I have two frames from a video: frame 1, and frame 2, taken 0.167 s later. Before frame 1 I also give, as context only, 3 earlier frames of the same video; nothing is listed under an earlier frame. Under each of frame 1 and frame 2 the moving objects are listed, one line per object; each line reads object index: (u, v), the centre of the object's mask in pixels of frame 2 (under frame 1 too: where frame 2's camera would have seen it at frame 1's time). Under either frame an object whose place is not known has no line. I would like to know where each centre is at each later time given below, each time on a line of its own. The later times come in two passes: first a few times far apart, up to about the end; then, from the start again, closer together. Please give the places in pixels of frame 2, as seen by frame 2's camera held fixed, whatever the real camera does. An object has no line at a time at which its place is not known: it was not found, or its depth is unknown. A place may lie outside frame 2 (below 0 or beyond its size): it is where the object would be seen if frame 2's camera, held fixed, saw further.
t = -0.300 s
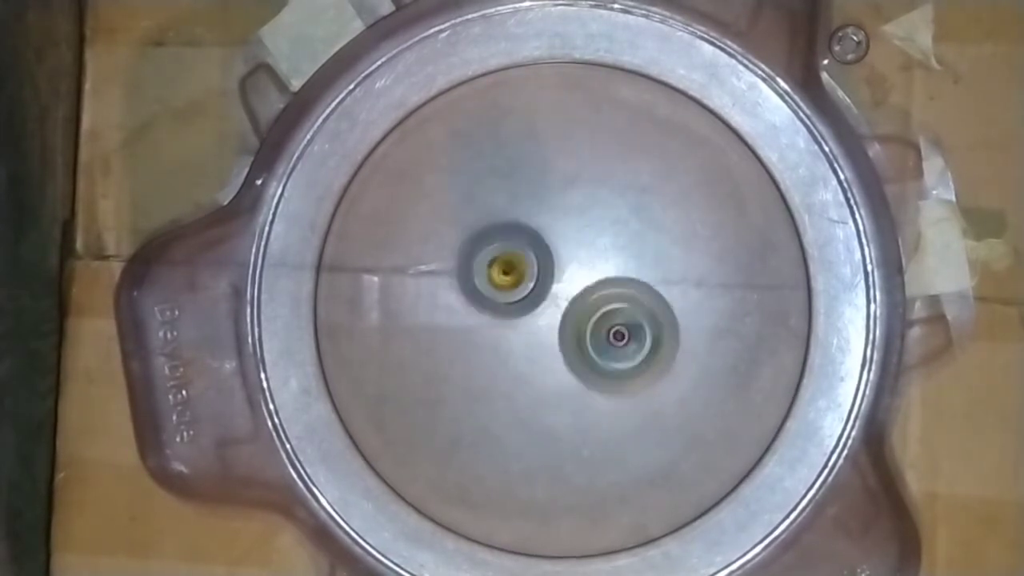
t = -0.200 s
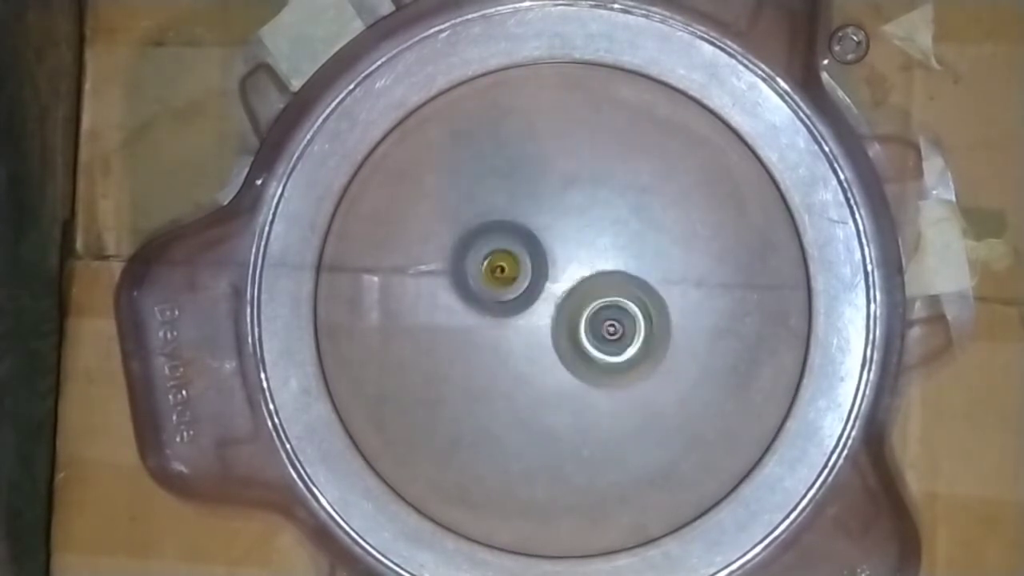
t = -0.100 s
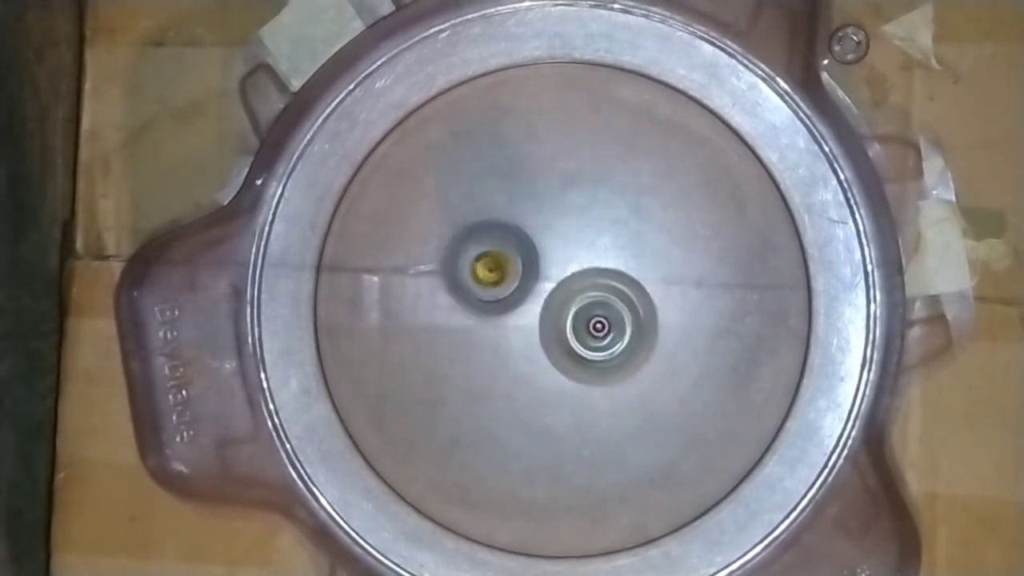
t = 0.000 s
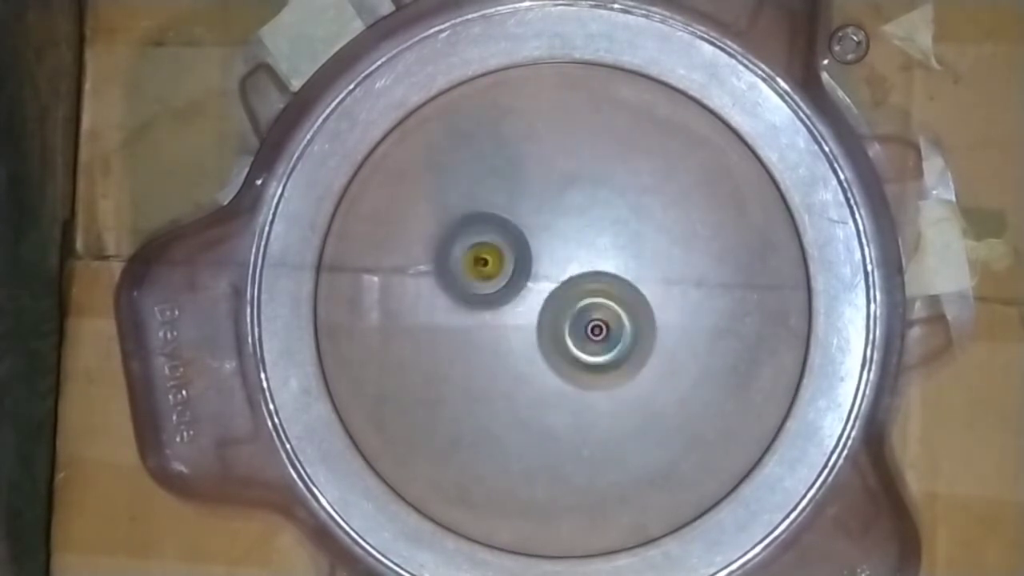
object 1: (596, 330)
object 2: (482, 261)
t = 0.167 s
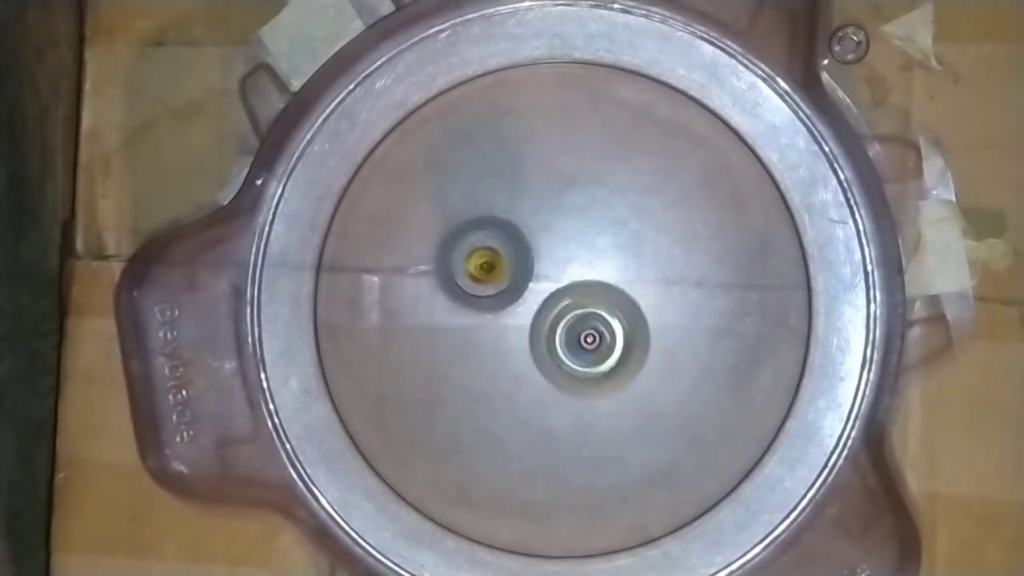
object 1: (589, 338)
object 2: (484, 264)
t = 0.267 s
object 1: (597, 344)
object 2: (487, 260)
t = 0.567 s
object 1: (619, 346)
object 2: (511, 269)
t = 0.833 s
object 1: (636, 339)
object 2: (517, 268)
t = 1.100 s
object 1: (631, 331)
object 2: (518, 275)
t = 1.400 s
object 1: (619, 328)
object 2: (504, 284)
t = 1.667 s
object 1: (610, 335)
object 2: (482, 284)
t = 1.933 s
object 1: (606, 344)
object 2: (475, 281)
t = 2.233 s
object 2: (500, 283)
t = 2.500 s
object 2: (502, 256)
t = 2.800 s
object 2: (499, 235)
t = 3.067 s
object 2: (502, 232)
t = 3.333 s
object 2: (499, 229)
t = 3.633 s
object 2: (511, 248)
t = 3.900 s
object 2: (540, 232)
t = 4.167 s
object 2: (568, 228)
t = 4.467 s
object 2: (566, 223)
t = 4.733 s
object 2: (541, 247)
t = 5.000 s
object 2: (499, 274)
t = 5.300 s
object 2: (513, 271)
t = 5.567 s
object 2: (510, 273)
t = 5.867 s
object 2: (509, 273)
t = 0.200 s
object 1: (593, 340)
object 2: (486, 261)
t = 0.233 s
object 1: (596, 345)
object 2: (485, 259)
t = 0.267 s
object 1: (597, 344)
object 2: (487, 260)
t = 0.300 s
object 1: (600, 347)
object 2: (490, 261)
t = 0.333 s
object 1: (601, 347)
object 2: (495, 262)
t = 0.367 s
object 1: (603, 346)
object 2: (500, 266)
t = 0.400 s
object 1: (603, 345)
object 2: (506, 269)
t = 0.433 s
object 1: (605, 342)
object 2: (509, 272)
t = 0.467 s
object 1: (609, 348)
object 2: (506, 272)
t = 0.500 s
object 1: (613, 348)
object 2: (508, 270)
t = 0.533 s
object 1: (617, 348)
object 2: (509, 269)
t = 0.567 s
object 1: (619, 346)
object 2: (511, 269)
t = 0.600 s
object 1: (623, 345)
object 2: (515, 271)
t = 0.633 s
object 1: (620, 343)
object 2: (519, 272)
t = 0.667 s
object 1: (622, 339)
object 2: (523, 274)
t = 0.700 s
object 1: (622, 340)
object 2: (523, 275)
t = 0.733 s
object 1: (624, 340)
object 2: (520, 273)
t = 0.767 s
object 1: (630, 341)
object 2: (519, 272)
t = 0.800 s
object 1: (632, 341)
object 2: (518, 269)
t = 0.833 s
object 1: (636, 339)
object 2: (517, 268)
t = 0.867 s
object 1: (637, 339)
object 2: (519, 268)
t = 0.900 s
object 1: (637, 335)
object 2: (519, 269)
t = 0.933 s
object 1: (637, 334)
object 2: (522, 271)
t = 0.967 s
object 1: (633, 331)
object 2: (523, 272)
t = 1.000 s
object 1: (632, 329)
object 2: (526, 275)
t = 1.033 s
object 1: (631, 332)
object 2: (522, 276)
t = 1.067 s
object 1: (628, 329)
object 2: (522, 277)
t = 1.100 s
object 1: (631, 331)
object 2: (518, 275)
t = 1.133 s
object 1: (628, 329)
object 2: (514, 276)
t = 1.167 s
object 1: (630, 328)
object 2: (514, 277)
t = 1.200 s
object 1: (626, 329)
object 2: (513, 277)
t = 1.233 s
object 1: (624, 325)
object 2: (512, 279)
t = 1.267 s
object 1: (624, 329)
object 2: (511, 280)
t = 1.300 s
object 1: (620, 329)
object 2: (506, 281)
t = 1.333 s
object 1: (622, 329)
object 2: (506, 281)
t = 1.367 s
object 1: (618, 330)
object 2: (504, 281)
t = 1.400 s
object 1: (619, 328)
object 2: (504, 284)
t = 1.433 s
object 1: (614, 331)
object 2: (506, 284)
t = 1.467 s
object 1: (616, 331)
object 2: (499, 284)
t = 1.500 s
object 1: (615, 334)
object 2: (493, 286)
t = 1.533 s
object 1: (617, 333)
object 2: (490, 284)
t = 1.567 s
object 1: (617, 336)
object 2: (485, 282)
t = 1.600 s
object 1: (614, 334)
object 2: (482, 283)
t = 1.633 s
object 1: (615, 334)
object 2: (481, 284)
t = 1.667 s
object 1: (610, 335)
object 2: (482, 284)
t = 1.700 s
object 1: (607, 332)
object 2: (482, 285)
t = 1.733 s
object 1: (604, 333)
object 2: (488, 289)
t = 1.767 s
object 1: (599, 333)
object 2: (488, 288)
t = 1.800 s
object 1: (598, 333)
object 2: (487, 291)
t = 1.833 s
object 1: (600, 339)
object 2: (483, 289)
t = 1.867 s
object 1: (599, 342)
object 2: (477, 287)
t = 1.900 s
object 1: (602, 340)
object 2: (476, 285)
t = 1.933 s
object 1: (606, 344)
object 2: (475, 281)
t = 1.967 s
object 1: (605, 345)
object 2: (472, 281)
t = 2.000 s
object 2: (476, 282)
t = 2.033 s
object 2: (478, 279)
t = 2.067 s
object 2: (480, 281)
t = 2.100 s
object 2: (487, 283)
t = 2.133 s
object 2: (494, 282)
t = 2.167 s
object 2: (500, 282)
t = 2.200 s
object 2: (501, 282)
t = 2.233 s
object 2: (500, 283)
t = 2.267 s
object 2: (502, 281)
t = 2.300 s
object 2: (497, 273)
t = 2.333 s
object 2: (494, 271)
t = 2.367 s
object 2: (496, 268)
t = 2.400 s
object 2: (496, 261)
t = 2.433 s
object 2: (495, 258)
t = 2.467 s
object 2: (496, 258)
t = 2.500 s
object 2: (502, 256)
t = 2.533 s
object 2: (504, 253)
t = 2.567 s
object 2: (508, 255)
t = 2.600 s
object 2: (515, 258)
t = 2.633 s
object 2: (522, 258)
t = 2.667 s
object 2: (528, 259)
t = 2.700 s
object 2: (522, 255)
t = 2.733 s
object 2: (511, 248)
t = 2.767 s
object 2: (504, 240)
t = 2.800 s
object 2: (499, 235)
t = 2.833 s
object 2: (496, 230)
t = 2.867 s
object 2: (494, 229)
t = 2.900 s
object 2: (494, 226)
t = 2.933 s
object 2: (493, 222)
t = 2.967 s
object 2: (493, 223)
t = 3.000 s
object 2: (494, 228)
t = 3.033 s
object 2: (498, 230)
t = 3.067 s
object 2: (502, 232)
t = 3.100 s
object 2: (507, 236)
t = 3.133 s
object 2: (512, 241)
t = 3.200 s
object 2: (514, 246)
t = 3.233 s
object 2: (519, 250)
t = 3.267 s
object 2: (512, 239)
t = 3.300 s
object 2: (503, 232)
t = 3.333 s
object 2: (499, 229)
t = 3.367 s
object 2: (498, 227)
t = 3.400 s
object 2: (498, 225)
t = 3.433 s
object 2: (497, 224)
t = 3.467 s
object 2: (495, 226)
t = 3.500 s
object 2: (495, 229)
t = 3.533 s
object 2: (496, 234)
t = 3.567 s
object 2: (500, 238)
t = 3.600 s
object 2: (506, 243)
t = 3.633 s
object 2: (511, 248)
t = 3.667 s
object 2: (518, 253)
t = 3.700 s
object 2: (526, 256)
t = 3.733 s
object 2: (526, 250)
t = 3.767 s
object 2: (524, 239)
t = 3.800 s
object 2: (526, 233)
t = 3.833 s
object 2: (530, 233)
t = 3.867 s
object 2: (535, 233)
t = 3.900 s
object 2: (540, 232)
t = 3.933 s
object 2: (545, 229)
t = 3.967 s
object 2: (550, 223)
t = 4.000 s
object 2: (553, 220)
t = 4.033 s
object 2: (555, 217)
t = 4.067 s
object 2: (555, 219)
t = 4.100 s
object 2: (558, 221)
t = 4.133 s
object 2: (564, 225)
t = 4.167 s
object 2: (568, 228)
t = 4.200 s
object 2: (572, 230)
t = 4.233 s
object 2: (575, 231)
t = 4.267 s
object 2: (575, 232)
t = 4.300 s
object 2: (576, 236)
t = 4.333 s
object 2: (576, 237)
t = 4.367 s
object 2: (577, 228)
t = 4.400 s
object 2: (574, 222)
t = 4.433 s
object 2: (571, 221)
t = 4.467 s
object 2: (566, 223)
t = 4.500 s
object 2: (564, 224)
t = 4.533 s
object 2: (560, 226)
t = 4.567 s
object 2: (561, 228)
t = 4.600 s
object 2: (561, 231)
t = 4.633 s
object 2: (557, 233)
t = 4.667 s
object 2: (551, 235)
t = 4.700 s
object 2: (546, 240)
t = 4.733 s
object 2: (541, 247)
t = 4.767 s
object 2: (533, 256)
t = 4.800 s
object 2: (527, 262)
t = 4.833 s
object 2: (520, 267)
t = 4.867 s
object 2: (514, 271)
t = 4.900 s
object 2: (508, 274)
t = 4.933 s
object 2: (503, 274)
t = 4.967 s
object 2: (500, 274)
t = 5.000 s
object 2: (499, 274)
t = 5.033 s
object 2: (500, 274)
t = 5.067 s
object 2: (503, 274)
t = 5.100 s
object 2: (507, 274)
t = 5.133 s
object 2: (511, 273)
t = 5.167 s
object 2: (513, 271)
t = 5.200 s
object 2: (514, 271)
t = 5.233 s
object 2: (514, 271)
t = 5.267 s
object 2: (514, 271)
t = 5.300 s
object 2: (513, 271)
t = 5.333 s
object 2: (512, 272)
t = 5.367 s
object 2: (510, 273)
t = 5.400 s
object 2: (509, 273)
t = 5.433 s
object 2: (508, 273)
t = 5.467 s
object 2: (509, 273)
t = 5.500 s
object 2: (509, 273)
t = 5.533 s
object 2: (510, 273)
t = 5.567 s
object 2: (510, 273)
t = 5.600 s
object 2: (510, 273)
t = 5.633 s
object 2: (510, 273)
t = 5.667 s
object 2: (509, 273)
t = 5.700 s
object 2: (509, 273)
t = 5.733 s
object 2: (509, 273)
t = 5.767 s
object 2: (509, 273)
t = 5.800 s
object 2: (509, 273)
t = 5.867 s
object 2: (509, 273)
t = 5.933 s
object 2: (509, 273)
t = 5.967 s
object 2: (509, 273)
